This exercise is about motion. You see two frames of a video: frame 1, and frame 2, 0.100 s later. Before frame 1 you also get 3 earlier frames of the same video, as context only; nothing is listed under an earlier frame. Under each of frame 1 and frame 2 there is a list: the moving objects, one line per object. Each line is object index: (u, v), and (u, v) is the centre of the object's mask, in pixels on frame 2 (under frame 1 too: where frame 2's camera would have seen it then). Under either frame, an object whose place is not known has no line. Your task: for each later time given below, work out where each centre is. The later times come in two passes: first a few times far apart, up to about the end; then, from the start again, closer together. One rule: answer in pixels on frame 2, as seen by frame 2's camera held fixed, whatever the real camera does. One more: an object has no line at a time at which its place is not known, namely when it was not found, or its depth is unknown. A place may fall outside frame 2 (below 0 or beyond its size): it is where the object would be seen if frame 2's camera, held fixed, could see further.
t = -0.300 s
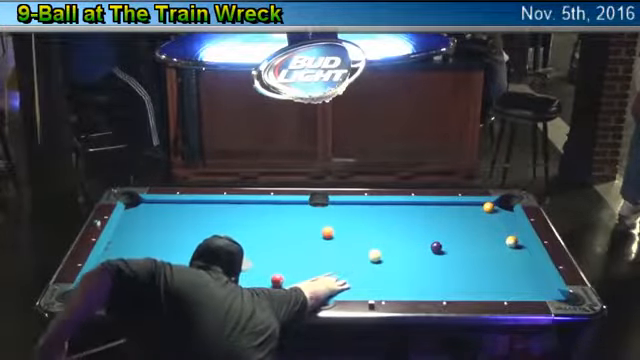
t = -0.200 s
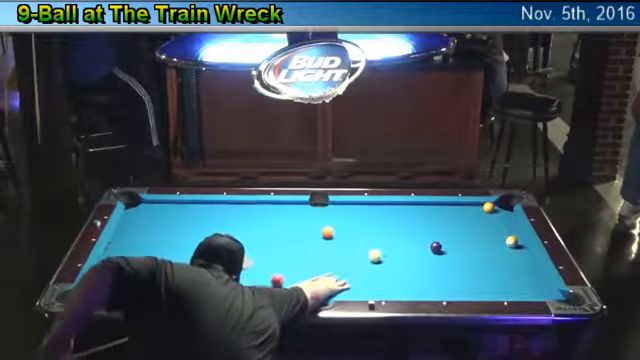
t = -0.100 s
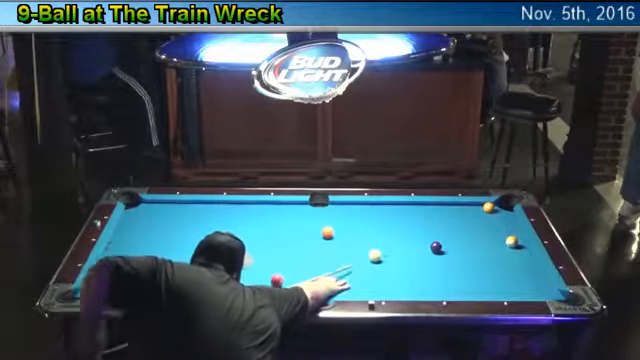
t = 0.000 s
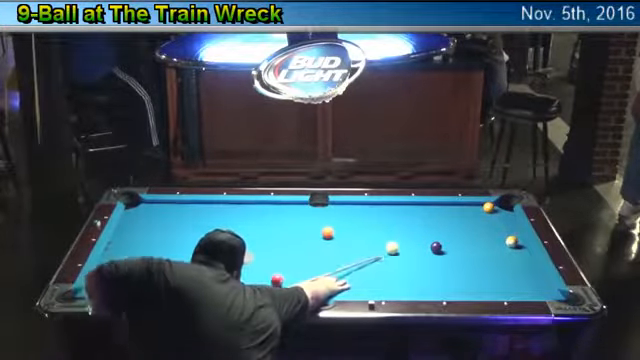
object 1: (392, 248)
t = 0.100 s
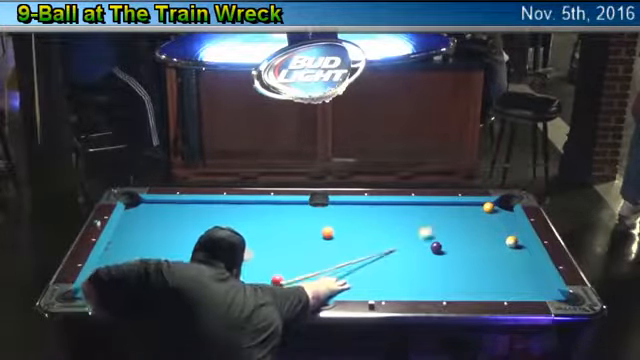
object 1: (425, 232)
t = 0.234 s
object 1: (462, 217)
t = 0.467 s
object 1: (474, 204)
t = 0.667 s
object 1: (467, 207)
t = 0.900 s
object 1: (461, 210)
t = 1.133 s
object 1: (454, 213)
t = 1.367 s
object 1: (448, 216)
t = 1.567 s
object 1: (442, 218)
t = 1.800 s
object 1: (437, 220)
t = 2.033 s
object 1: (433, 222)
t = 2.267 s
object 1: (429, 224)
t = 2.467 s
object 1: (426, 225)
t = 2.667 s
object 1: (424, 226)
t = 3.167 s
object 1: (421, 229)
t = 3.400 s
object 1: (421, 229)
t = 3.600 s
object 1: (421, 229)
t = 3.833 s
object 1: (421, 229)
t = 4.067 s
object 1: (421, 229)
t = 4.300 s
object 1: (421, 229)
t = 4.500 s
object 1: (421, 229)
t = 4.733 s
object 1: (421, 229)
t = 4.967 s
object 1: (421, 229)
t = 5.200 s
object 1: (421, 229)
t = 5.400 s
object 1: (421, 229)
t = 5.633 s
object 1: (420, 229)
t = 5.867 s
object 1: (420, 229)
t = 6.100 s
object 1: (420, 229)
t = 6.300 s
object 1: (420, 229)
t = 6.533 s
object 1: (420, 229)
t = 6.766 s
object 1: (420, 229)
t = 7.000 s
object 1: (420, 229)
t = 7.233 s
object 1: (420, 229)
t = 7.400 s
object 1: (420, 229)
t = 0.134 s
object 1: (436, 229)
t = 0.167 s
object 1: (446, 224)
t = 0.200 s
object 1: (454, 220)
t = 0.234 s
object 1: (462, 217)
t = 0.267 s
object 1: (469, 214)
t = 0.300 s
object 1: (476, 211)
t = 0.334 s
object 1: (479, 208)
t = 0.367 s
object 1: (477, 207)
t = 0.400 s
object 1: (476, 206)
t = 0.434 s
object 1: (475, 205)
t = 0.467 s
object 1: (474, 204)
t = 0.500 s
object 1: (472, 205)
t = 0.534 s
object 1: (472, 205)
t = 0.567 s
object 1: (471, 206)
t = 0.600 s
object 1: (470, 206)
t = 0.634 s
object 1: (468, 207)
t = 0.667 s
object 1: (467, 207)
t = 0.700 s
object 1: (466, 208)
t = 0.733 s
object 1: (465, 208)
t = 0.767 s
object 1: (464, 208)
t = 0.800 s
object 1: (464, 209)
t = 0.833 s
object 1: (463, 209)
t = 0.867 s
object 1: (462, 210)
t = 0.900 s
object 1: (461, 210)
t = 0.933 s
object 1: (459, 211)
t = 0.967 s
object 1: (459, 211)
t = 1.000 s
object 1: (457, 212)
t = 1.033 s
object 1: (457, 212)
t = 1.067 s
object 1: (455, 213)
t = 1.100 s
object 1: (454, 213)
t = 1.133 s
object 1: (454, 213)
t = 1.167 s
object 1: (453, 214)
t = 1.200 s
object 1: (451, 214)
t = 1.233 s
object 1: (451, 215)
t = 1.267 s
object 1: (450, 215)
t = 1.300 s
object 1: (449, 215)
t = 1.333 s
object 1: (448, 216)
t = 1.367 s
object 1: (448, 216)
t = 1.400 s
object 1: (447, 216)
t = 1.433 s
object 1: (446, 217)
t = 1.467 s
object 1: (445, 217)
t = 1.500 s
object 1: (444, 218)
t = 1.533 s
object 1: (443, 218)
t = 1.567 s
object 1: (442, 218)
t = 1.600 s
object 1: (441, 218)
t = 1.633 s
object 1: (441, 219)
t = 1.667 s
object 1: (440, 220)
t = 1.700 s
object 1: (439, 219)
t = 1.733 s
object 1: (438, 220)
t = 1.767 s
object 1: (438, 220)
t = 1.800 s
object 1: (437, 220)
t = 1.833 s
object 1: (437, 220)
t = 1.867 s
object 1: (436, 221)
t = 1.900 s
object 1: (436, 221)
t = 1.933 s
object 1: (435, 221)
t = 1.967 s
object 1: (435, 221)
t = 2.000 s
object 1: (434, 223)
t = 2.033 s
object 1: (433, 222)
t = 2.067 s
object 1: (431, 223)
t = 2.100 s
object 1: (431, 223)
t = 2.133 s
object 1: (431, 223)
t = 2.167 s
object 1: (431, 223)
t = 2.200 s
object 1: (431, 223)
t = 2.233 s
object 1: (430, 224)
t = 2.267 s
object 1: (429, 224)
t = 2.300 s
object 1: (429, 224)
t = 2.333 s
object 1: (428, 225)
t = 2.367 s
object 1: (428, 225)
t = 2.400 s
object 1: (427, 225)
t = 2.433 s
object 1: (427, 225)
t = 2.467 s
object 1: (426, 225)
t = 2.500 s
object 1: (426, 225)
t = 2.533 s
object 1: (426, 226)
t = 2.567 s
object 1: (426, 226)
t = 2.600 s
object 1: (425, 226)
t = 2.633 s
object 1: (425, 226)
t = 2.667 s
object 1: (424, 226)
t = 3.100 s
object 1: (419, 226)
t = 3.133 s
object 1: (422, 229)
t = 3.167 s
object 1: (421, 229)
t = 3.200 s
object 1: (422, 229)
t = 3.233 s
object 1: (421, 229)
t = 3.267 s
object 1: (421, 229)
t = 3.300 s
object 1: (421, 229)
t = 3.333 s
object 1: (421, 229)
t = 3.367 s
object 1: (421, 229)
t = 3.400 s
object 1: (421, 229)
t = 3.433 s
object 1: (421, 229)
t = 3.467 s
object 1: (421, 229)
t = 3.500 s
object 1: (421, 229)
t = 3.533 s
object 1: (421, 229)
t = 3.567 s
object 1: (421, 229)
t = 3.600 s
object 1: (421, 229)
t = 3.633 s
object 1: (421, 229)
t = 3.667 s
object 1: (421, 229)
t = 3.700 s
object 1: (421, 229)
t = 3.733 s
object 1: (421, 229)
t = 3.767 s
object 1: (421, 229)
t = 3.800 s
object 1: (421, 229)
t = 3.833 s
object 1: (421, 229)
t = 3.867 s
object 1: (421, 229)
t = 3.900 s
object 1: (421, 229)
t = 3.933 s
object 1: (421, 229)
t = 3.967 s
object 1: (421, 229)
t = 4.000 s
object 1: (421, 229)
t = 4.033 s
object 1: (421, 229)
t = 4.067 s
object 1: (421, 229)
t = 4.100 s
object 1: (421, 229)
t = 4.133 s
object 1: (421, 229)
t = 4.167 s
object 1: (421, 229)
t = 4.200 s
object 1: (421, 229)
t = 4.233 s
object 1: (421, 229)
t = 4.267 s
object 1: (421, 229)
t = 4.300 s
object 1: (421, 229)
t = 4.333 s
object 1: (421, 229)
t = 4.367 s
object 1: (421, 229)
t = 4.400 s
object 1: (421, 229)
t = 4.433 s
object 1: (421, 229)
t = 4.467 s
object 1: (421, 229)
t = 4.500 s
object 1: (421, 229)
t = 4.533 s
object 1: (421, 229)
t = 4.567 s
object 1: (421, 229)
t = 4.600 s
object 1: (421, 229)
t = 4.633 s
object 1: (421, 229)
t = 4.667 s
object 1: (421, 229)
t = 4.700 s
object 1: (421, 229)
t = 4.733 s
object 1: (421, 229)
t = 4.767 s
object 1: (421, 229)
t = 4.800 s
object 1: (421, 229)
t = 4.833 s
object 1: (421, 229)
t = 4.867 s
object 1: (421, 229)
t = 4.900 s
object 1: (421, 229)
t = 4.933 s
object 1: (421, 229)
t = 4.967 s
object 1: (421, 229)
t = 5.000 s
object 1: (421, 229)
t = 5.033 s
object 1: (421, 229)
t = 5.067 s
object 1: (421, 229)
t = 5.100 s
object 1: (421, 229)
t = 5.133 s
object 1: (421, 229)
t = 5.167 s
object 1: (421, 229)
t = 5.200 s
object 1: (421, 229)
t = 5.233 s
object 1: (421, 229)
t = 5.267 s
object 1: (421, 229)
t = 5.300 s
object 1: (421, 229)
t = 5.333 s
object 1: (421, 229)
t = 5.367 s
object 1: (421, 229)
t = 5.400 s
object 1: (421, 229)
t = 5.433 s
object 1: (421, 229)
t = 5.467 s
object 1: (421, 229)
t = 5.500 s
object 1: (421, 229)
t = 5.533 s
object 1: (420, 229)
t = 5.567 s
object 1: (420, 229)
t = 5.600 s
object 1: (420, 229)
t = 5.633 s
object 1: (420, 229)
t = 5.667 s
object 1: (420, 229)
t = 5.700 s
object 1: (420, 229)
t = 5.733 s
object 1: (420, 229)
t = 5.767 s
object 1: (420, 229)
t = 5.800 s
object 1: (420, 229)
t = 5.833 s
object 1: (420, 229)
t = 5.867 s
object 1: (420, 229)
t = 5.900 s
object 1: (420, 229)
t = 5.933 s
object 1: (420, 229)
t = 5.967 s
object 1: (420, 229)
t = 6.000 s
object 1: (420, 229)
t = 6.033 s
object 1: (420, 229)
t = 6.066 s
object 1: (420, 229)
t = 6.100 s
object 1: (420, 229)
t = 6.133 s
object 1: (420, 229)
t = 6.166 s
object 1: (420, 229)
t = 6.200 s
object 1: (420, 229)
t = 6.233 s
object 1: (420, 229)
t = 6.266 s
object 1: (420, 229)
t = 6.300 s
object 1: (420, 229)
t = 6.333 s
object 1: (420, 229)
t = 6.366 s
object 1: (420, 229)
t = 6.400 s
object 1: (420, 229)
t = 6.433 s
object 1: (420, 229)
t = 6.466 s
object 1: (420, 229)
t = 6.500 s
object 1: (420, 229)
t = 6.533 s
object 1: (420, 229)
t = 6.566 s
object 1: (420, 229)
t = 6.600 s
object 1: (420, 229)
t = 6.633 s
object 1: (420, 229)
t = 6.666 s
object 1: (420, 229)
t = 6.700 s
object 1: (420, 229)
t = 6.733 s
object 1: (420, 229)
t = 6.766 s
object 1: (420, 229)
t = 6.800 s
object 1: (420, 229)
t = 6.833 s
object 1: (420, 229)
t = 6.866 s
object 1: (420, 229)
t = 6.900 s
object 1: (420, 229)
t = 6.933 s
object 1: (420, 229)
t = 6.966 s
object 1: (420, 229)
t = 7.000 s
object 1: (420, 229)
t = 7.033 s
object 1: (420, 229)
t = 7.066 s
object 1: (420, 229)
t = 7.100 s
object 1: (420, 229)
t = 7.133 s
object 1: (420, 229)
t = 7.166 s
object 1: (420, 229)
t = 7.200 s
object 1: (420, 229)
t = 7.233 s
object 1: (420, 229)
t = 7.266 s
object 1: (420, 229)
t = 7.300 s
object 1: (420, 229)
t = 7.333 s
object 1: (420, 229)
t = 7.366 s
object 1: (420, 229)
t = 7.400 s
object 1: (420, 229)
